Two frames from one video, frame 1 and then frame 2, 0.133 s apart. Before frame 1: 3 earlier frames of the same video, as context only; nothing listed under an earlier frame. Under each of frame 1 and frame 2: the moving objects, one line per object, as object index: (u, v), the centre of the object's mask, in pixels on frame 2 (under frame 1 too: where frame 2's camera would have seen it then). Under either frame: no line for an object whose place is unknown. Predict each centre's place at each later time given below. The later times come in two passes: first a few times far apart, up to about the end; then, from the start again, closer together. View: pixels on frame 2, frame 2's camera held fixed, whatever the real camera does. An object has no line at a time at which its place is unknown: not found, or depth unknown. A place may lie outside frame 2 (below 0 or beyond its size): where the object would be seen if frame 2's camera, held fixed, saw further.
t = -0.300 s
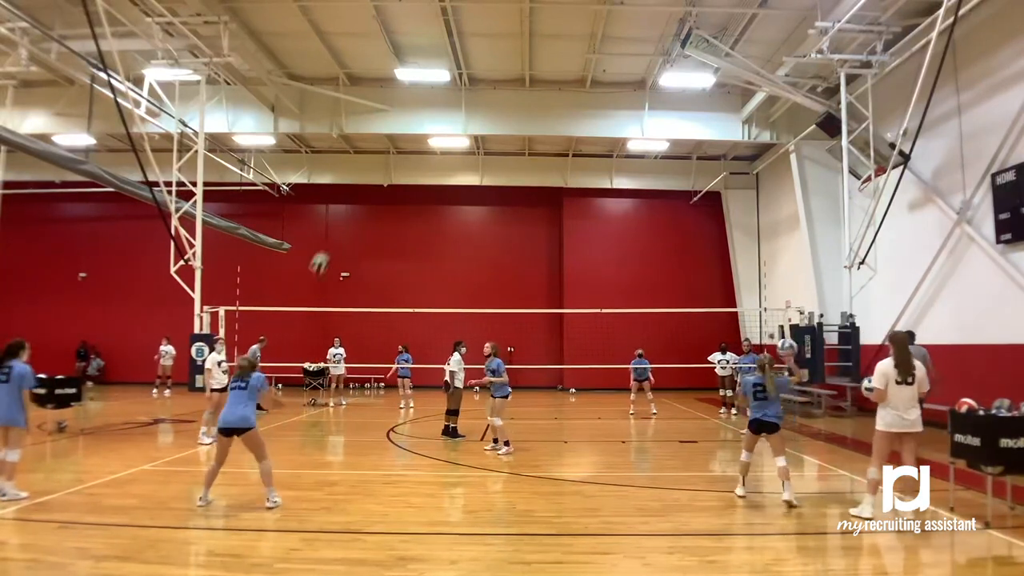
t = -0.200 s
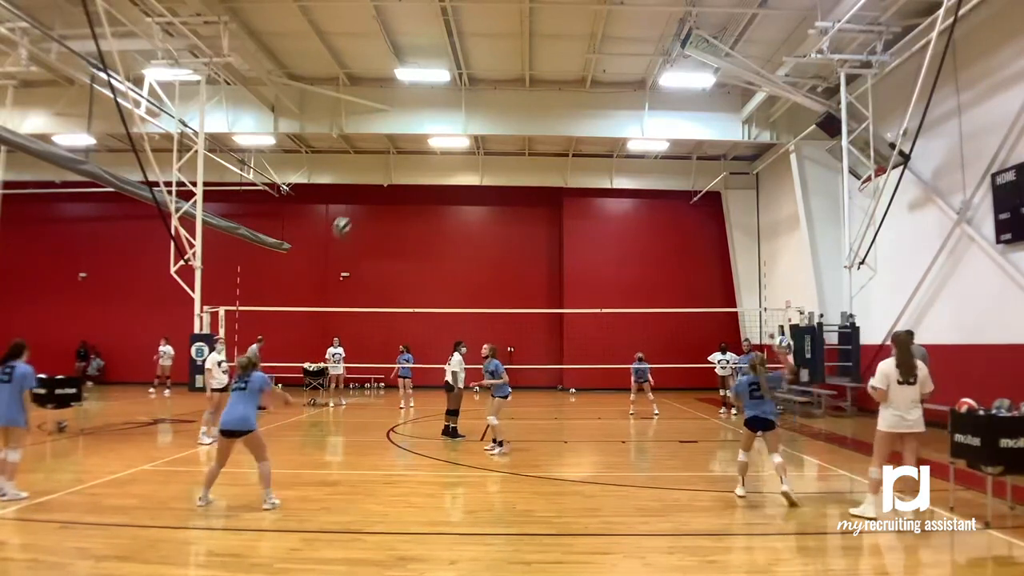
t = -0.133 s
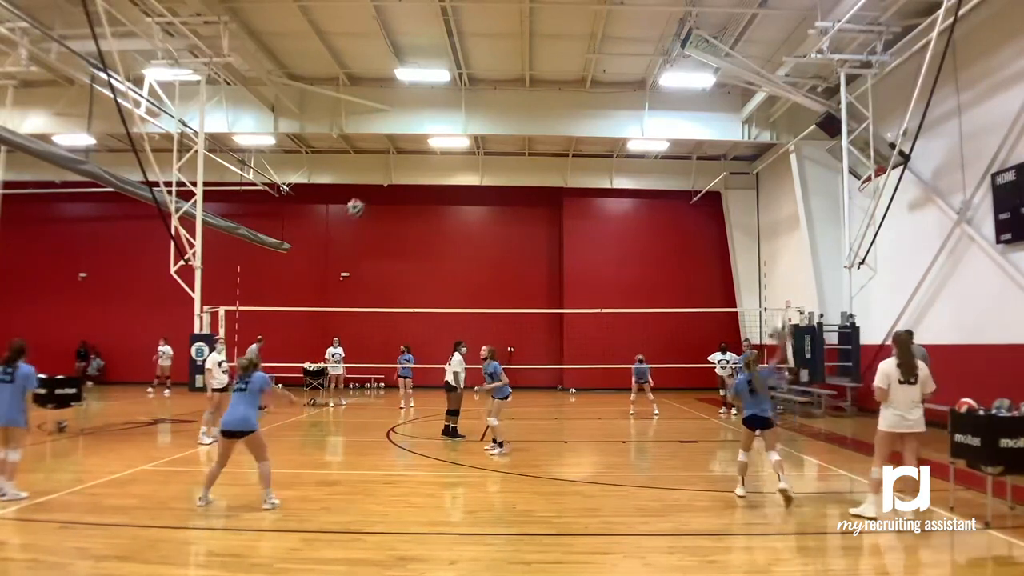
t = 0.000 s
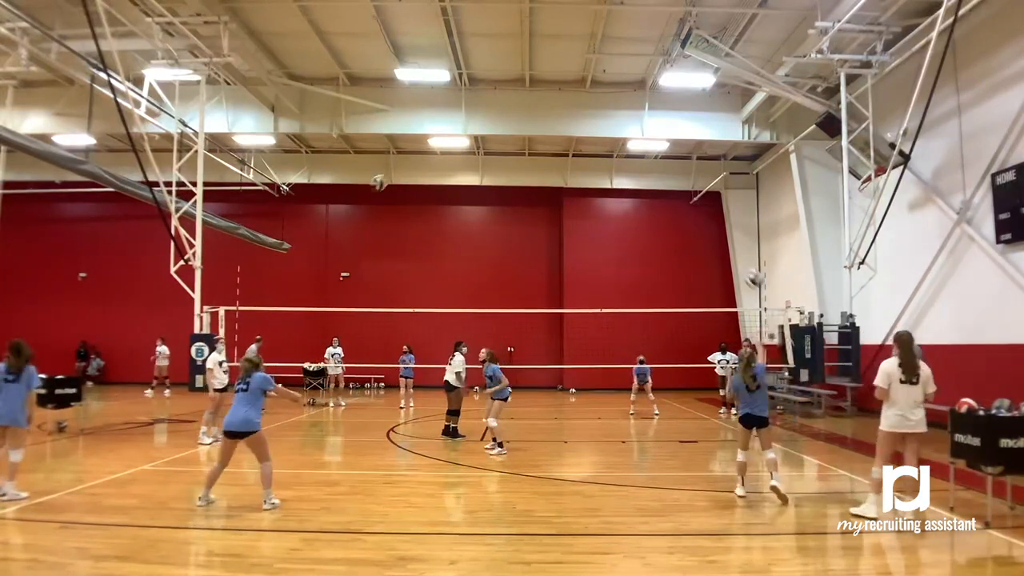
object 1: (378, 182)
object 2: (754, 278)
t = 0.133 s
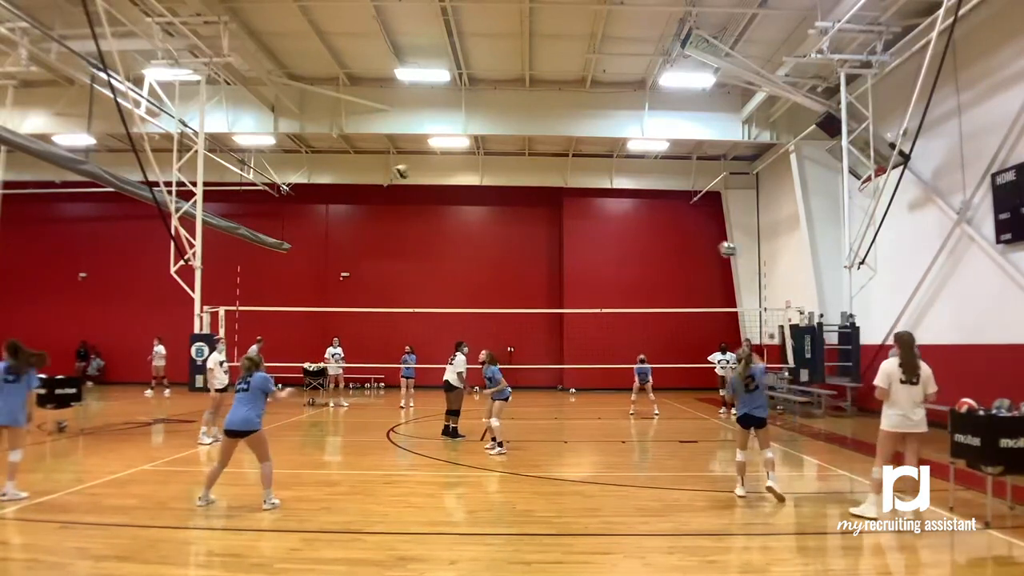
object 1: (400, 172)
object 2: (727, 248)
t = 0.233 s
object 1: (416, 171)
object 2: (712, 239)
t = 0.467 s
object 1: (448, 196)
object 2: (683, 243)
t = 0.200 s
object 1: (411, 171)
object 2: (717, 241)
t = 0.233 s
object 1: (416, 171)
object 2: (712, 239)
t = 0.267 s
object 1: (421, 173)
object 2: (707, 236)
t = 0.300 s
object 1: (425, 175)
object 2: (703, 236)
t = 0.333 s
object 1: (429, 178)
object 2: (699, 237)
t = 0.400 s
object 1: (439, 187)
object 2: (690, 238)
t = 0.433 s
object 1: (444, 191)
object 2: (687, 240)
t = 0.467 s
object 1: (448, 196)
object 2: (683, 243)
